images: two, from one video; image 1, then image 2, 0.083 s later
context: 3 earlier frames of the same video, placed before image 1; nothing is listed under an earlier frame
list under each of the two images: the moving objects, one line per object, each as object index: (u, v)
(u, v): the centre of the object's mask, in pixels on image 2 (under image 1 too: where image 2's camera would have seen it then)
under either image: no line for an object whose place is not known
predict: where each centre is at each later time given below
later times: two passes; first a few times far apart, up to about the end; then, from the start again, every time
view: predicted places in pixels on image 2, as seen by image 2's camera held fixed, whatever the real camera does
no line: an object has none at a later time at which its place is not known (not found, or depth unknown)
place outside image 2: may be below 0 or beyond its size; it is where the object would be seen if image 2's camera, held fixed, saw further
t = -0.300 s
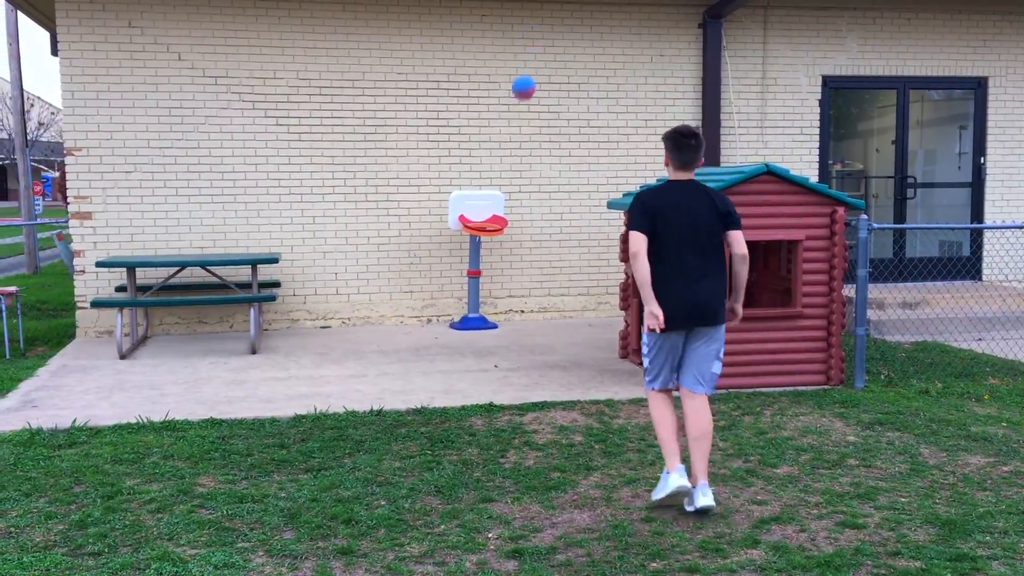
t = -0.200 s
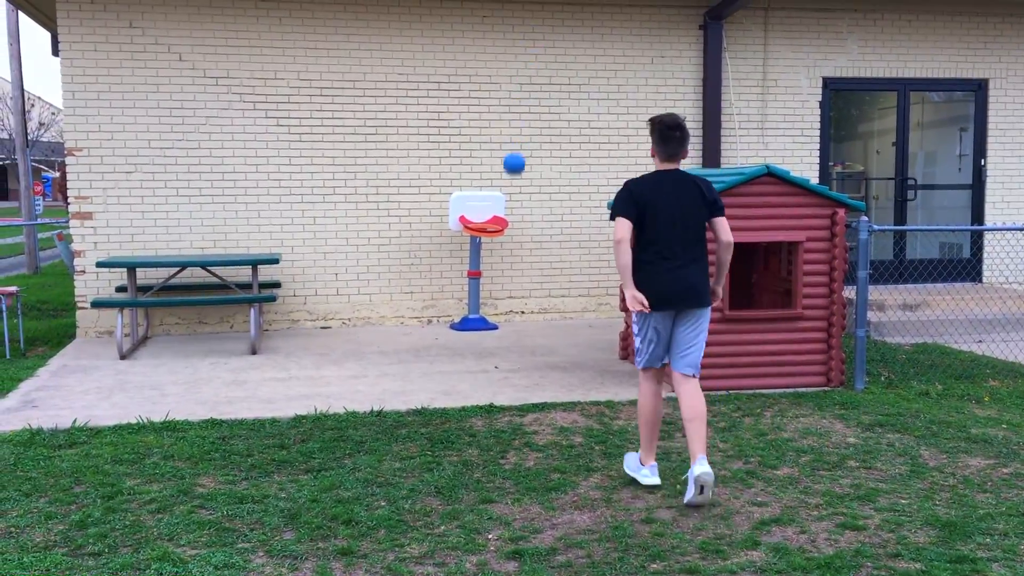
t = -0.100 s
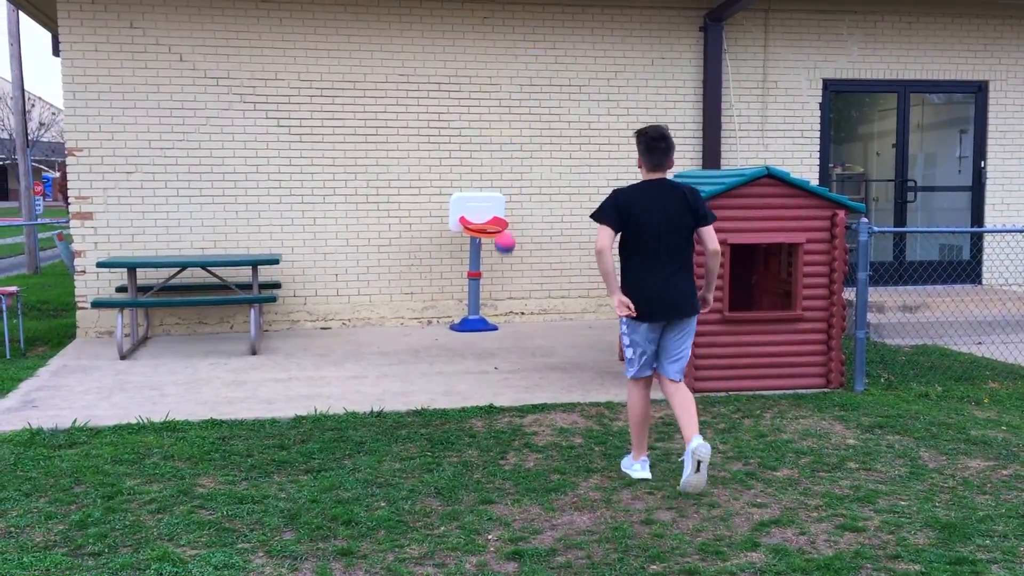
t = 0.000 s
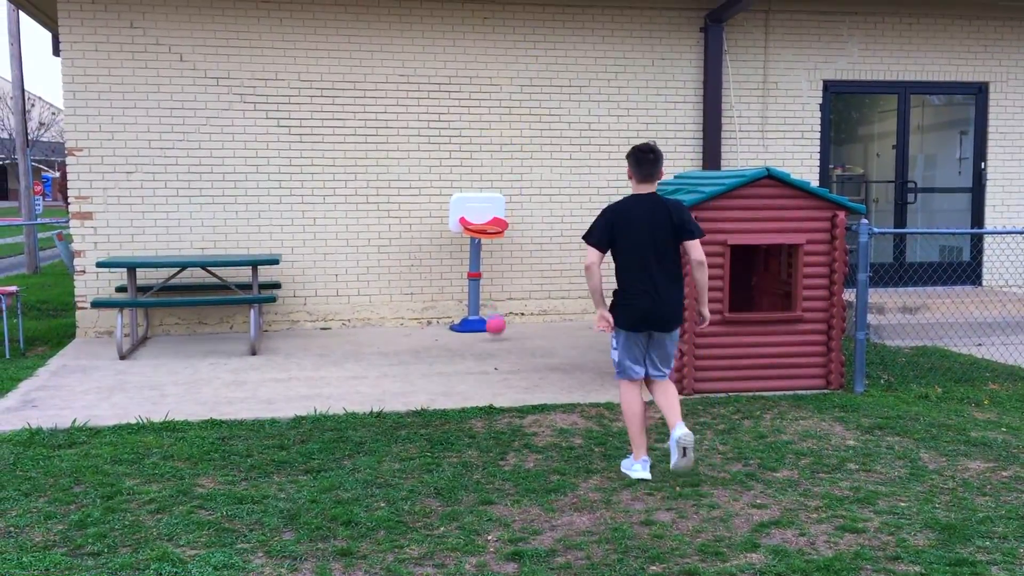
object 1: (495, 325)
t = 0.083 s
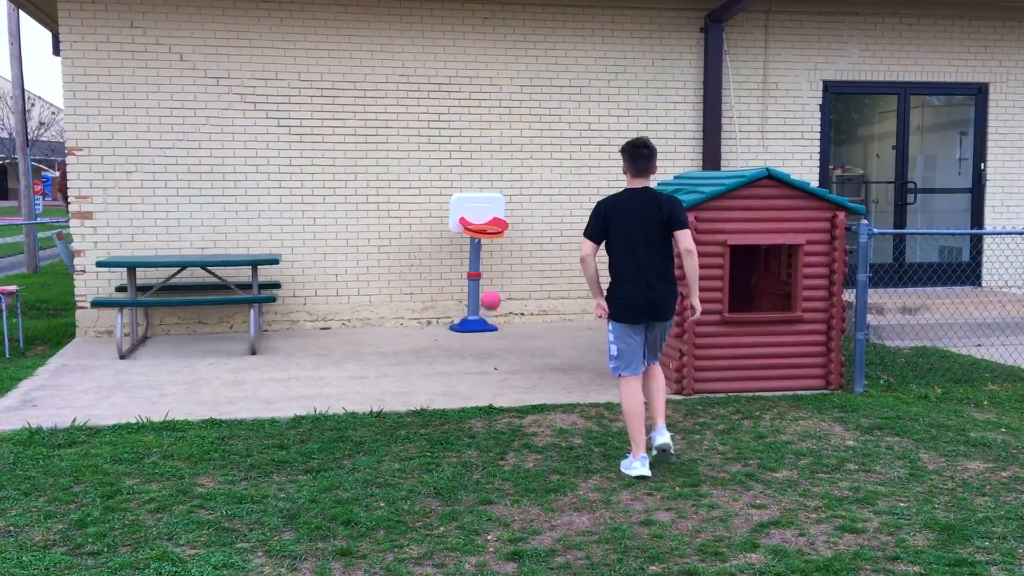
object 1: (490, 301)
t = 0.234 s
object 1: (484, 249)
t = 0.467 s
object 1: (472, 246)
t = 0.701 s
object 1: (463, 302)
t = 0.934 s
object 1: (452, 298)
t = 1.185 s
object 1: (437, 307)
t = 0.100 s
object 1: (490, 294)
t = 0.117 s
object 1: (489, 287)
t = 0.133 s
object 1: (488, 281)
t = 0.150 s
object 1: (487, 275)
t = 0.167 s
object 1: (486, 269)
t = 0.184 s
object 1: (486, 264)
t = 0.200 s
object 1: (485, 259)
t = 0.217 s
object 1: (485, 254)
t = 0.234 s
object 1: (484, 249)
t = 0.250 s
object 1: (483, 246)
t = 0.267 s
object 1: (482, 244)
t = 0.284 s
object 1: (481, 243)
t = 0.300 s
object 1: (480, 242)
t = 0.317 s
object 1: (479, 242)
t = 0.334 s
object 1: (478, 242)
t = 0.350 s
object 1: (477, 242)
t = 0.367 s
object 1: (476, 243)
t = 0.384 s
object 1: (475, 243)
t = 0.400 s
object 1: (475, 244)
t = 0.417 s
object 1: (474, 244)
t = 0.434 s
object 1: (473, 244)
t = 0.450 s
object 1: (473, 245)
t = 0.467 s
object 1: (472, 246)
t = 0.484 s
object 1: (472, 249)
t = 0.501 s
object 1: (472, 251)
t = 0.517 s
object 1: (470, 253)
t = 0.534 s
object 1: (470, 256)
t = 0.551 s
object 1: (469, 259)
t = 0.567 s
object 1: (469, 263)
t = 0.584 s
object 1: (468, 267)
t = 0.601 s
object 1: (468, 271)
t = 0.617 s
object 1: (467, 275)
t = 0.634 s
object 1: (466, 280)
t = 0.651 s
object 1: (465, 285)
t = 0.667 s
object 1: (464, 291)
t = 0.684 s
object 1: (464, 296)
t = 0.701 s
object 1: (463, 302)
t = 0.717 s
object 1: (462, 308)
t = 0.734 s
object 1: (461, 314)
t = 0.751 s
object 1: (460, 321)
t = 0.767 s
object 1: (461, 328)
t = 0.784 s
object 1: (459, 325)
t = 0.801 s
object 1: (459, 322)
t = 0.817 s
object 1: (458, 317)
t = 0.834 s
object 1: (457, 313)
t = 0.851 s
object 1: (456, 310)
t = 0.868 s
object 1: (456, 307)
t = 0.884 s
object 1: (455, 304)
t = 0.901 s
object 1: (454, 302)
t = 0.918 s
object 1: (453, 300)
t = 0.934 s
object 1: (452, 298)
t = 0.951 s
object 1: (451, 297)
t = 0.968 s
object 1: (450, 296)
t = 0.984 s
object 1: (449, 295)
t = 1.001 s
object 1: (448, 294)
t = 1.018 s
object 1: (447, 294)
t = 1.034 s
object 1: (446, 293)
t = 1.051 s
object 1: (445, 294)
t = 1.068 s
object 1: (444, 294)
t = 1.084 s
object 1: (443, 295)
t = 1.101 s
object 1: (442, 296)
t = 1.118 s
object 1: (441, 298)
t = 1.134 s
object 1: (440, 300)
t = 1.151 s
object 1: (439, 302)
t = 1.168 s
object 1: (438, 304)
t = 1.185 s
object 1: (437, 307)
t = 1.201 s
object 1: (437, 310)
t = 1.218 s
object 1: (436, 313)
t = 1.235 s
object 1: (435, 317)
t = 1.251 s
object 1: (434, 321)
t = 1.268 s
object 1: (432, 325)
